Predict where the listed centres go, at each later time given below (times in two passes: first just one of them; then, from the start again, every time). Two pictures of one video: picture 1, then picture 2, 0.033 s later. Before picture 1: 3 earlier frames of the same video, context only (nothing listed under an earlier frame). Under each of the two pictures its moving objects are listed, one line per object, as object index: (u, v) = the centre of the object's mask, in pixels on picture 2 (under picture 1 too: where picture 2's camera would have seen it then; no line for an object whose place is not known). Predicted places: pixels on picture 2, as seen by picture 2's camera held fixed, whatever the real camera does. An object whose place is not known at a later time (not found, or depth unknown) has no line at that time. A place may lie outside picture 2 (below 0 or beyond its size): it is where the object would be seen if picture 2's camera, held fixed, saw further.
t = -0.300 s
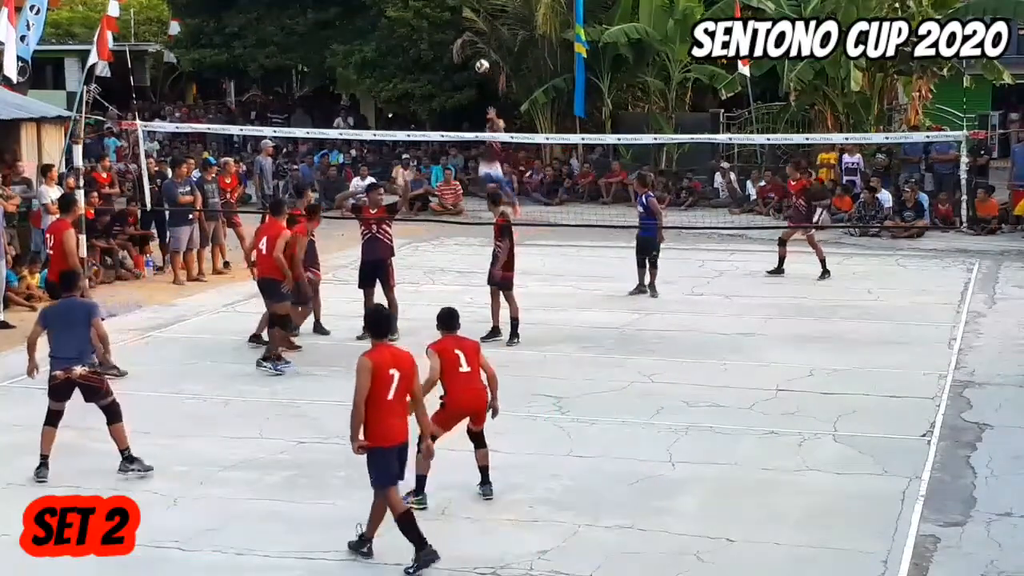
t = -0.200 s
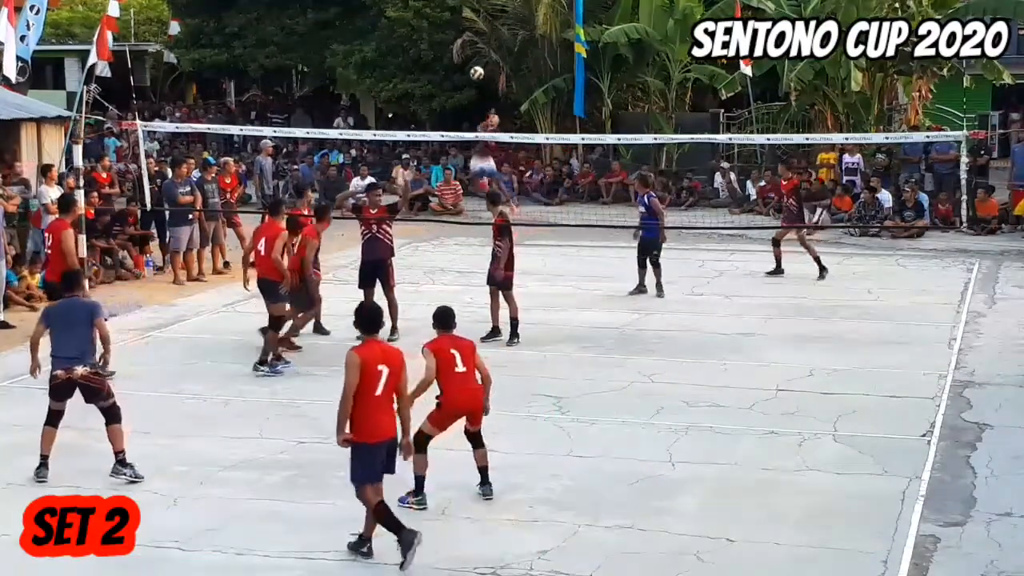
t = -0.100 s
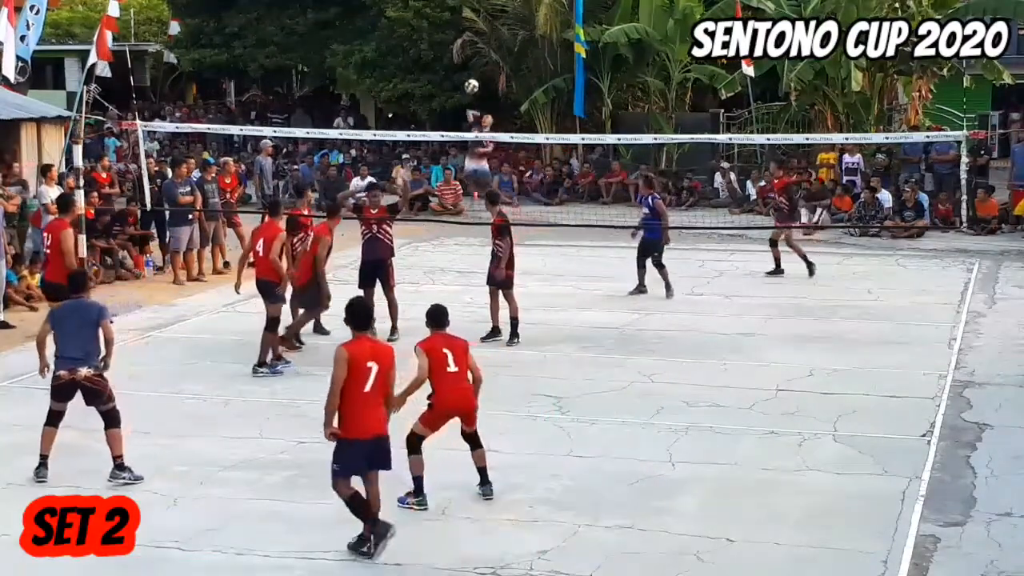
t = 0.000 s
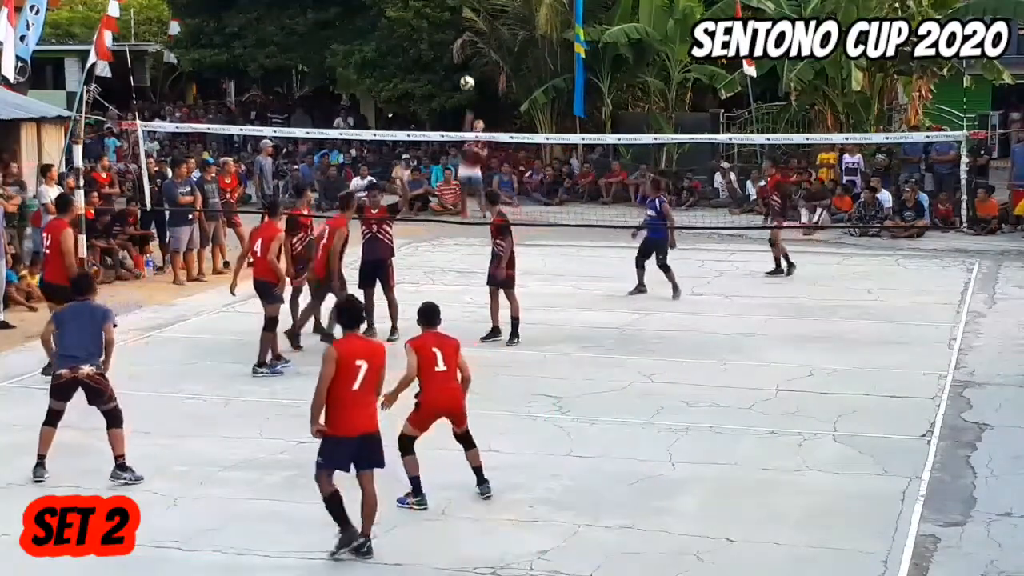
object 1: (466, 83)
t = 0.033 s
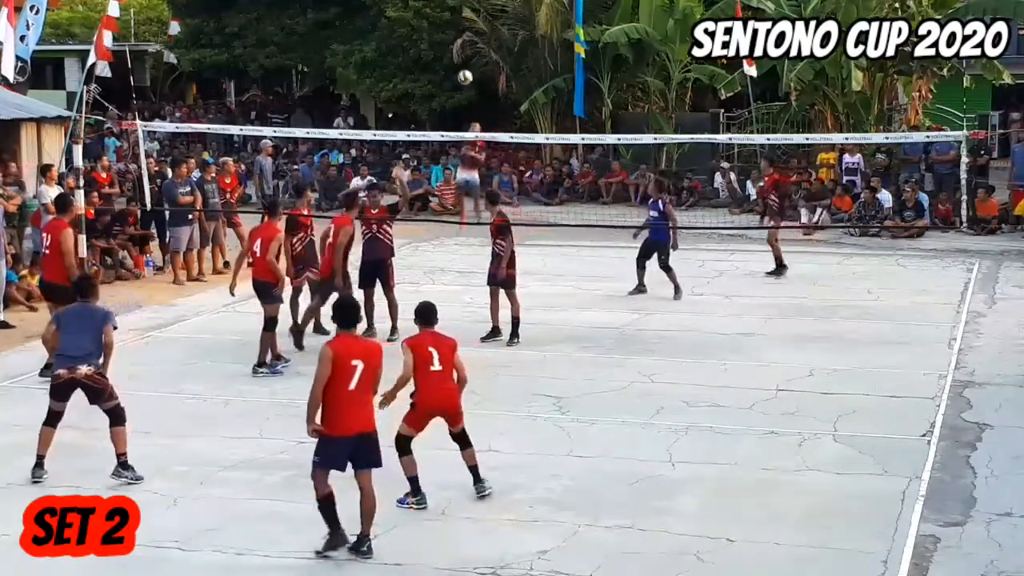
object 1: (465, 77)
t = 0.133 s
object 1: (458, 64)
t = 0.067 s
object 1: (463, 72)
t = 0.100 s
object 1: (460, 67)
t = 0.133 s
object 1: (458, 64)
